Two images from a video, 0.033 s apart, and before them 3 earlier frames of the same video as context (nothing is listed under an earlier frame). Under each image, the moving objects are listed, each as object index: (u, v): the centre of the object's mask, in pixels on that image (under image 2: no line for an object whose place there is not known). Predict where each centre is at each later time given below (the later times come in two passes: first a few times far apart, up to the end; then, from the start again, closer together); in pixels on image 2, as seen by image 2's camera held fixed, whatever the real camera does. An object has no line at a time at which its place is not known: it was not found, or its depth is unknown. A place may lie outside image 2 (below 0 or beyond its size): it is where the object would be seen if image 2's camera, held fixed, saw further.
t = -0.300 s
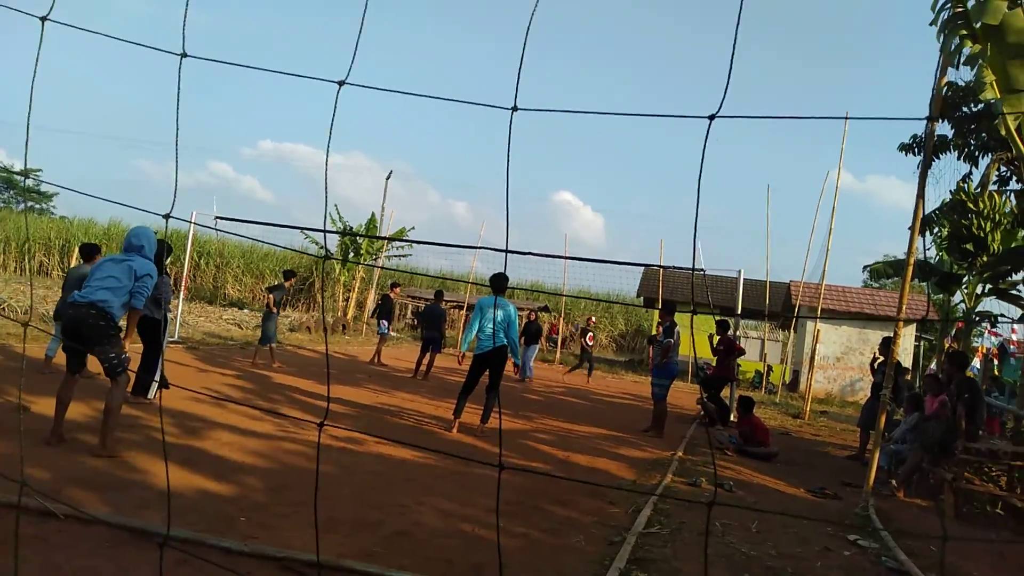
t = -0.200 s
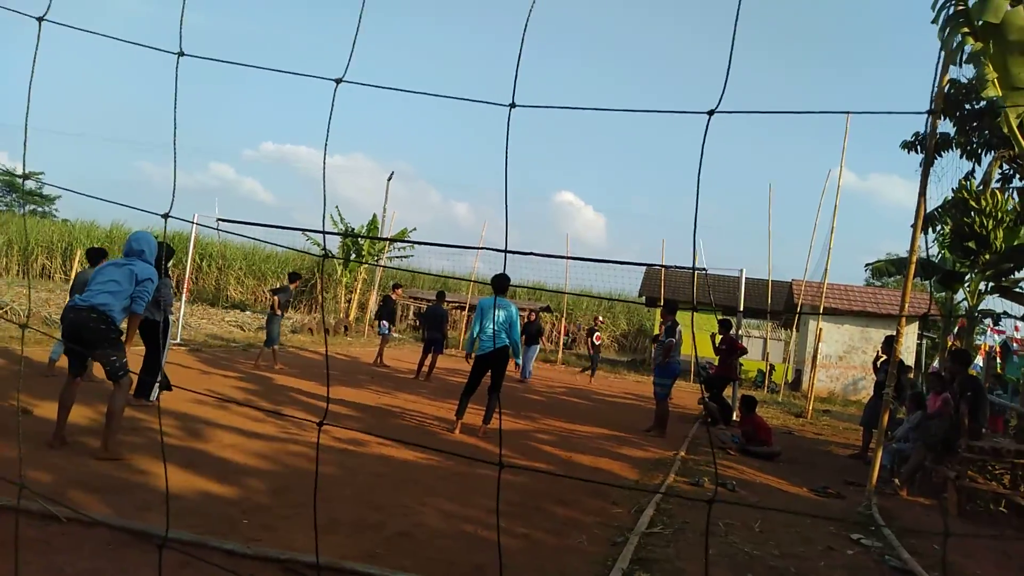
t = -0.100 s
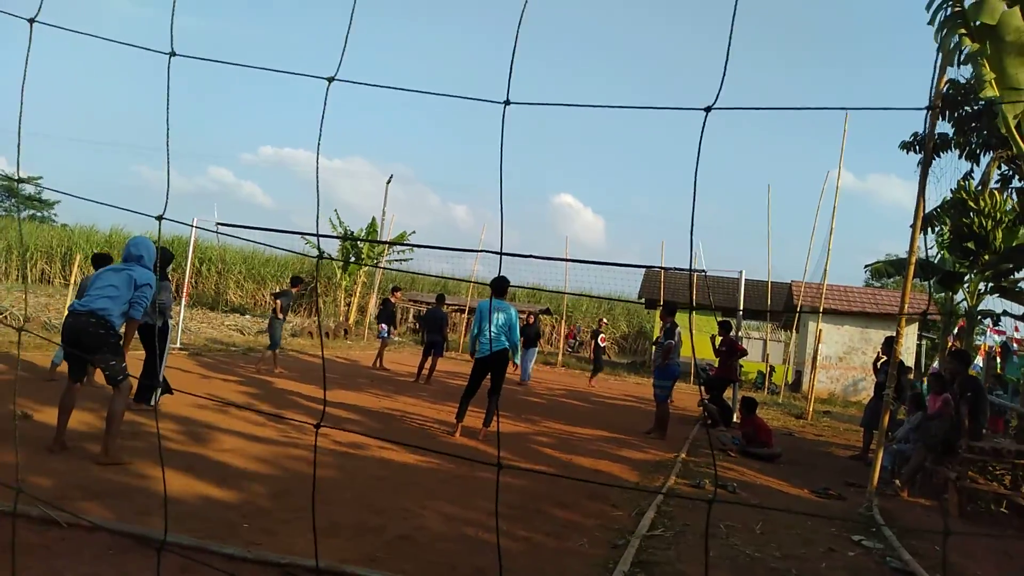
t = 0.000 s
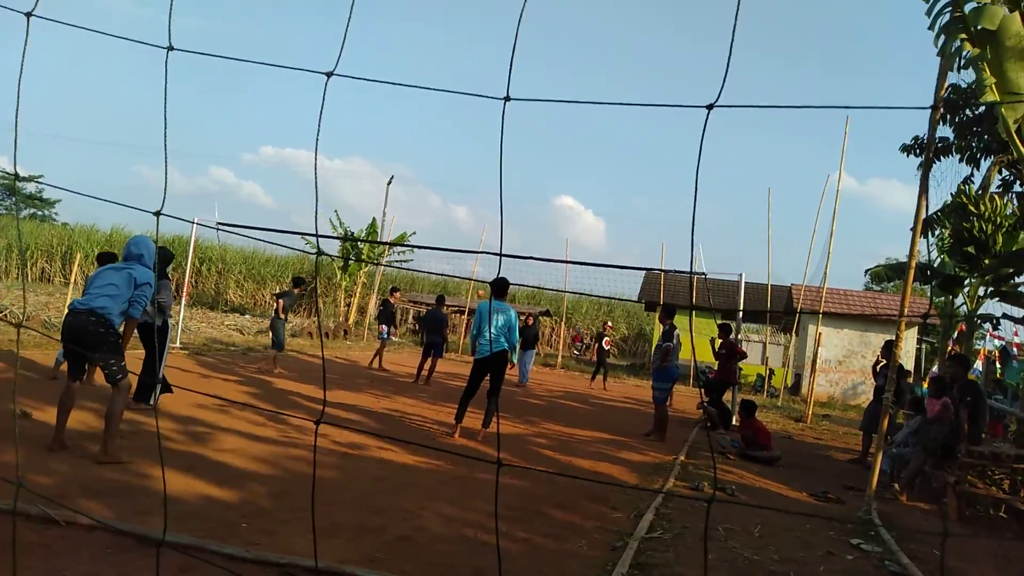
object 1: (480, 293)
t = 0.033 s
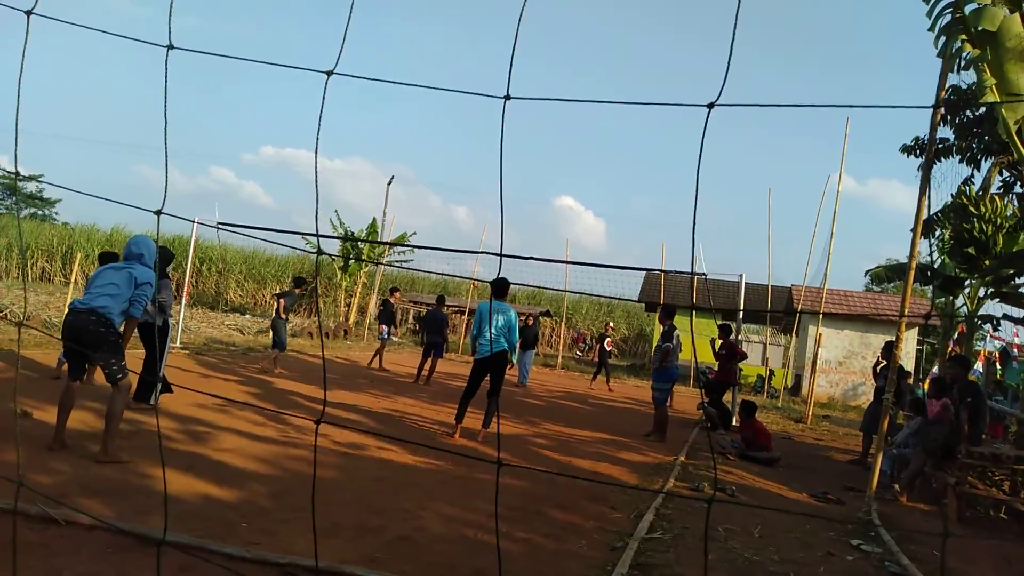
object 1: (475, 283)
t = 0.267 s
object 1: (443, 227)
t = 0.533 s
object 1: (389, 177)
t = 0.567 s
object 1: (381, 171)
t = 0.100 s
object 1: (468, 267)
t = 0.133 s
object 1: (463, 258)
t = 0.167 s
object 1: (458, 250)
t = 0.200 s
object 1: (454, 242)
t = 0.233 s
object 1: (448, 235)
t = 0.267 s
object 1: (443, 227)
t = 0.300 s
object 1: (437, 220)
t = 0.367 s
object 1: (424, 206)
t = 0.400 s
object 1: (418, 200)
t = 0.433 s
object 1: (412, 193)
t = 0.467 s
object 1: (404, 187)
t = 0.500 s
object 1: (397, 181)
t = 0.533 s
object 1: (389, 177)
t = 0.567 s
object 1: (381, 171)
